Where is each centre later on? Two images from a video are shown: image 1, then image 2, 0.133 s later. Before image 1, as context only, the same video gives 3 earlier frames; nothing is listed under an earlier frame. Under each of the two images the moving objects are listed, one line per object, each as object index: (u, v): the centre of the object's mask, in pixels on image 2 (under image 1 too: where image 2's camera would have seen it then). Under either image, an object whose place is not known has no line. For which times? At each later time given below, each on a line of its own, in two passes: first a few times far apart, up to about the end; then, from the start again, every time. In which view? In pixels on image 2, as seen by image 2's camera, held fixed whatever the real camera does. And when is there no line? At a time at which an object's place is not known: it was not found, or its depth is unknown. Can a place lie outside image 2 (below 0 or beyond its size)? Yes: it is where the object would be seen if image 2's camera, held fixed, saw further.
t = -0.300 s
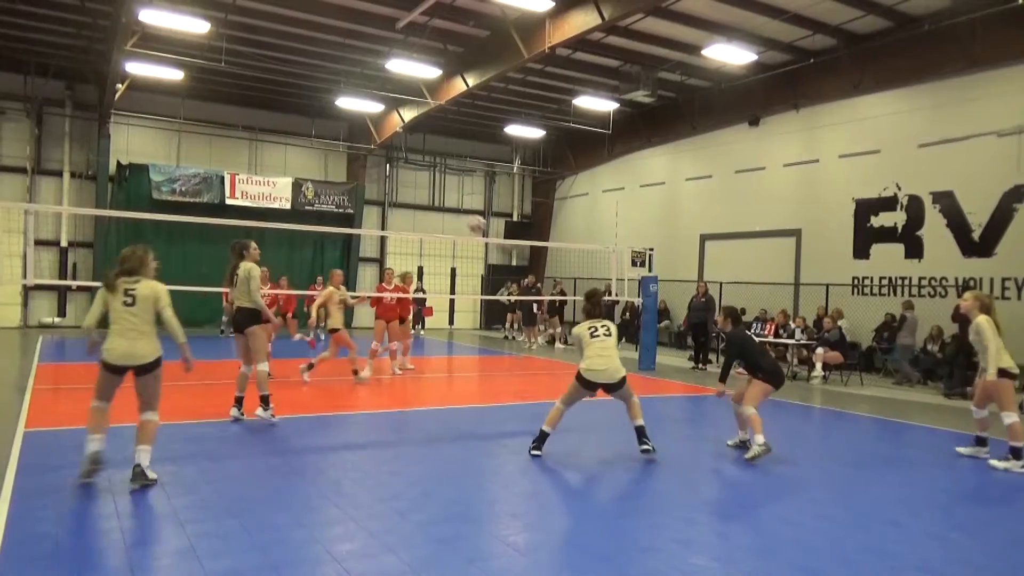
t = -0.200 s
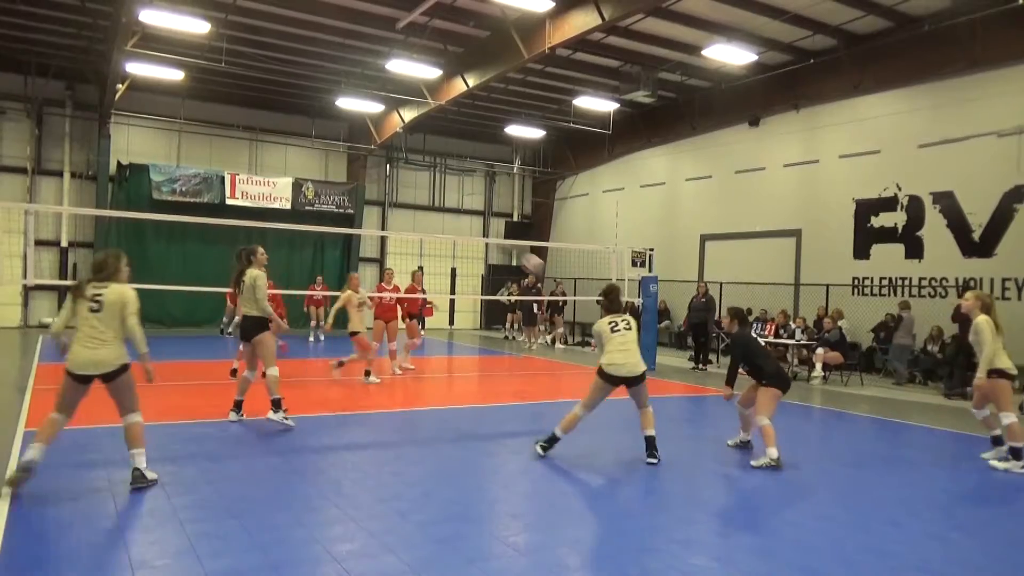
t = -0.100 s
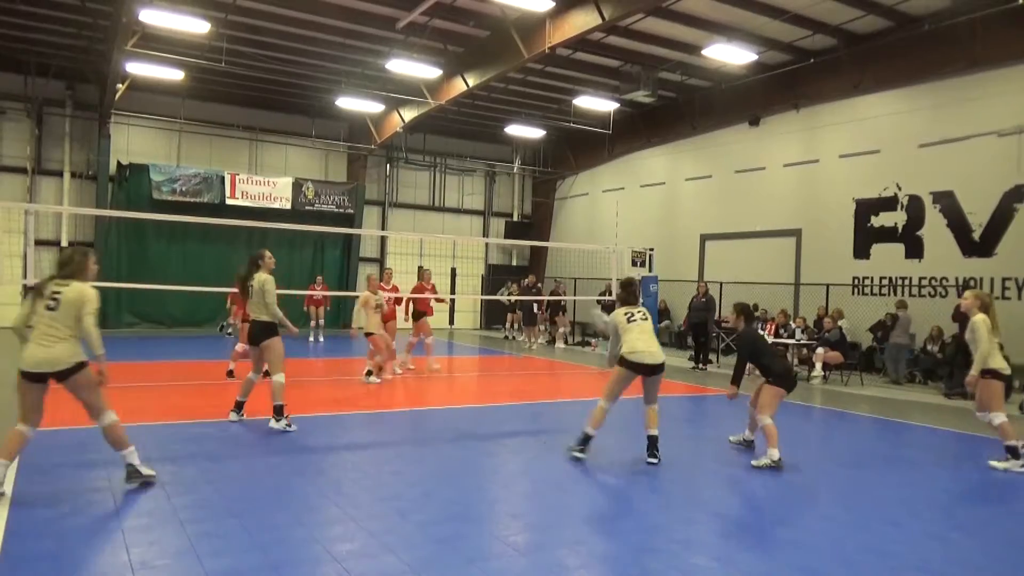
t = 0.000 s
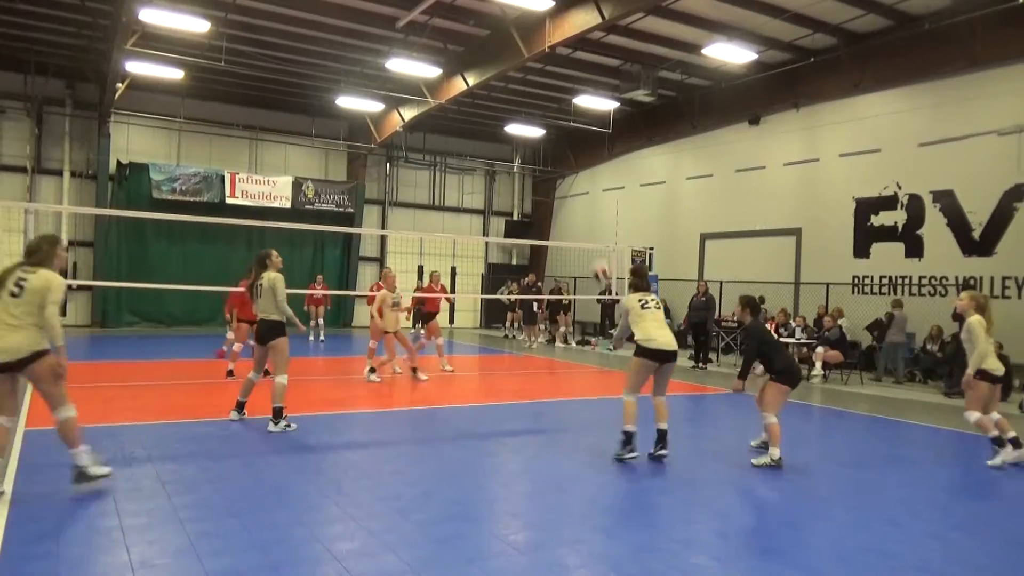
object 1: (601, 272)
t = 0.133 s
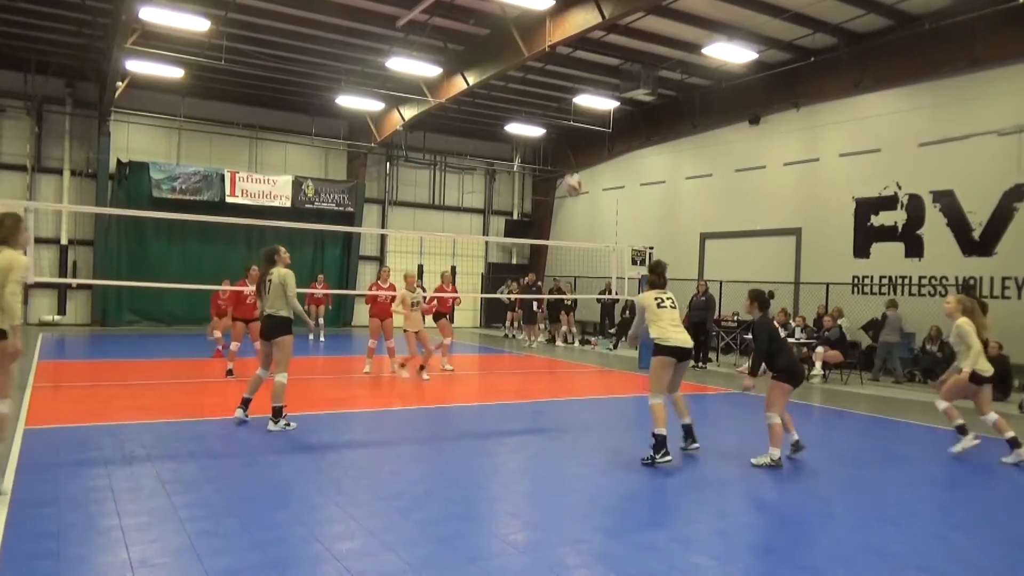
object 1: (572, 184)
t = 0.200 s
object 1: (560, 152)
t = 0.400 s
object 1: (523, 83)
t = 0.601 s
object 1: (488, 55)
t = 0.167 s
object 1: (565, 167)
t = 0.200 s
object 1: (560, 152)
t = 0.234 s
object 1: (554, 138)
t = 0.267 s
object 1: (548, 125)
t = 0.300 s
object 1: (541, 112)
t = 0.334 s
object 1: (535, 101)
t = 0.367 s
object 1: (528, 91)
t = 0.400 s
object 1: (523, 83)
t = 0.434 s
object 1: (517, 76)
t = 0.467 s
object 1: (511, 70)
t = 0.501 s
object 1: (505, 64)
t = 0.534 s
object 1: (499, 60)
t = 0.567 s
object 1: (494, 58)
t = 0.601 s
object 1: (488, 55)
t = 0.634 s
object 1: (482, 54)
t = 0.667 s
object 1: (478, 54)
